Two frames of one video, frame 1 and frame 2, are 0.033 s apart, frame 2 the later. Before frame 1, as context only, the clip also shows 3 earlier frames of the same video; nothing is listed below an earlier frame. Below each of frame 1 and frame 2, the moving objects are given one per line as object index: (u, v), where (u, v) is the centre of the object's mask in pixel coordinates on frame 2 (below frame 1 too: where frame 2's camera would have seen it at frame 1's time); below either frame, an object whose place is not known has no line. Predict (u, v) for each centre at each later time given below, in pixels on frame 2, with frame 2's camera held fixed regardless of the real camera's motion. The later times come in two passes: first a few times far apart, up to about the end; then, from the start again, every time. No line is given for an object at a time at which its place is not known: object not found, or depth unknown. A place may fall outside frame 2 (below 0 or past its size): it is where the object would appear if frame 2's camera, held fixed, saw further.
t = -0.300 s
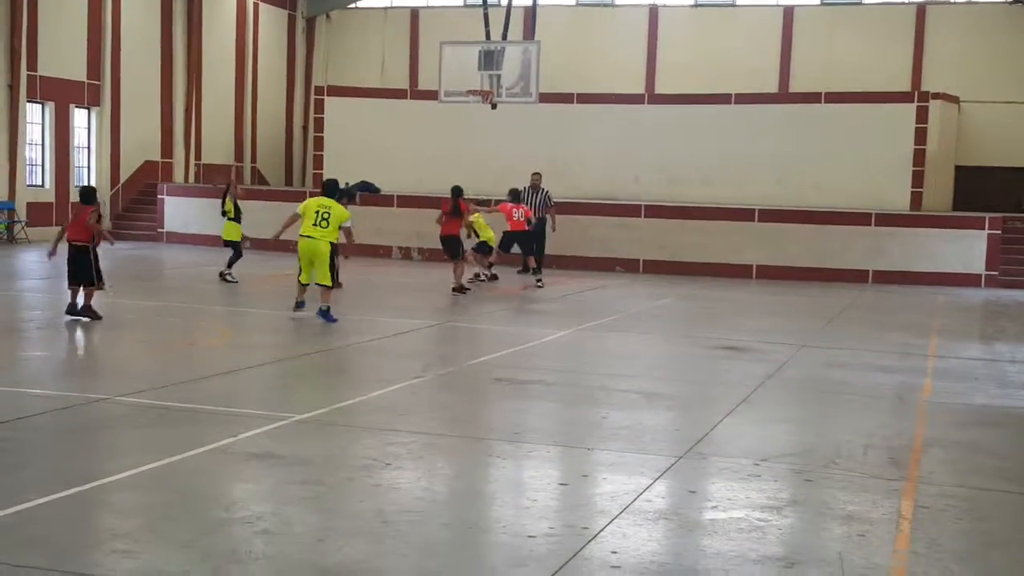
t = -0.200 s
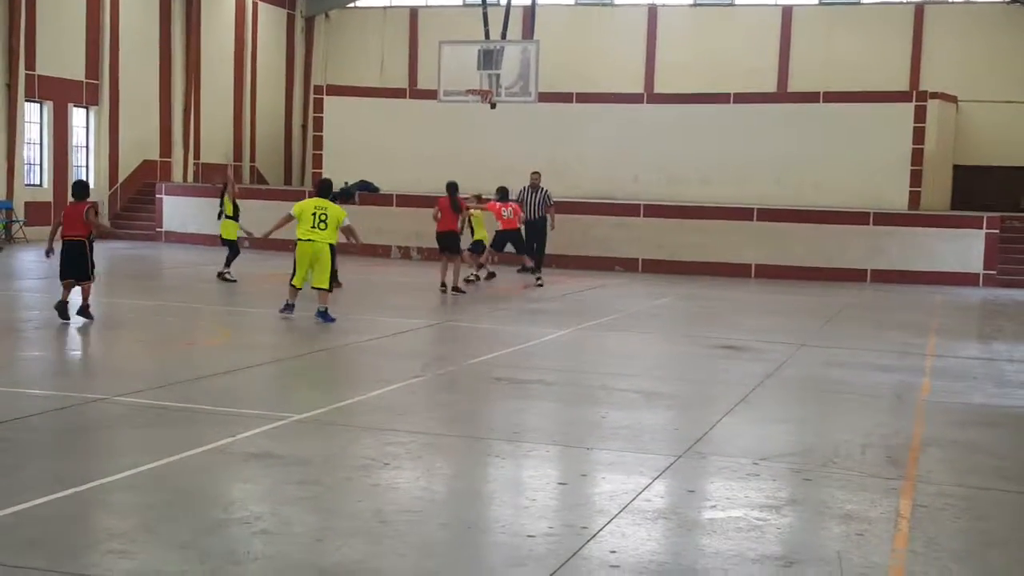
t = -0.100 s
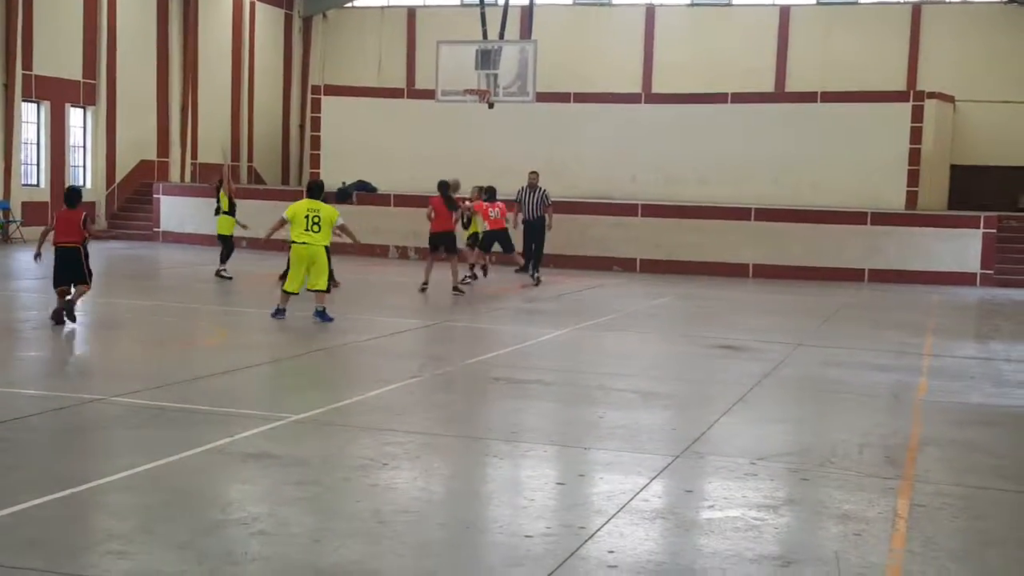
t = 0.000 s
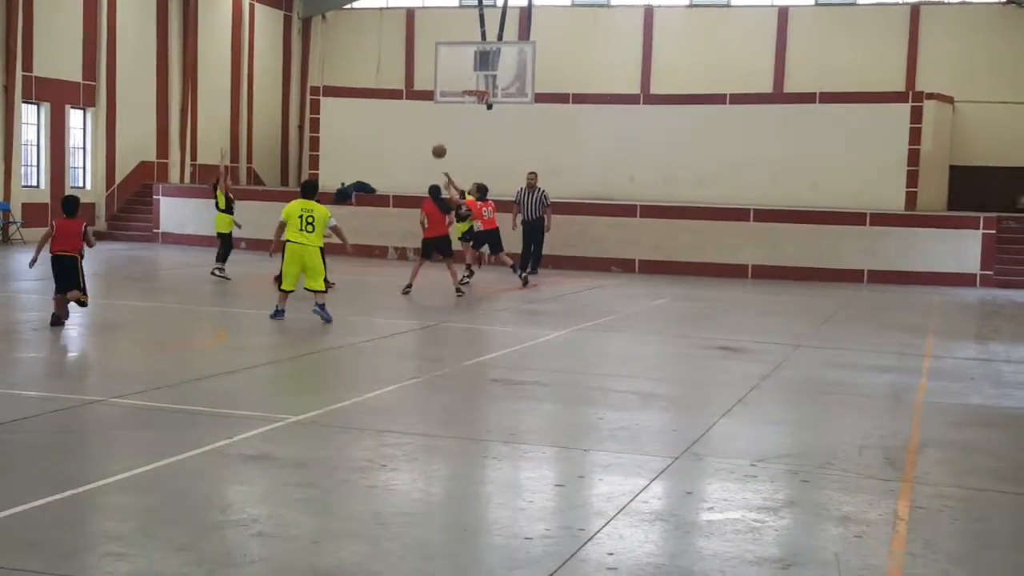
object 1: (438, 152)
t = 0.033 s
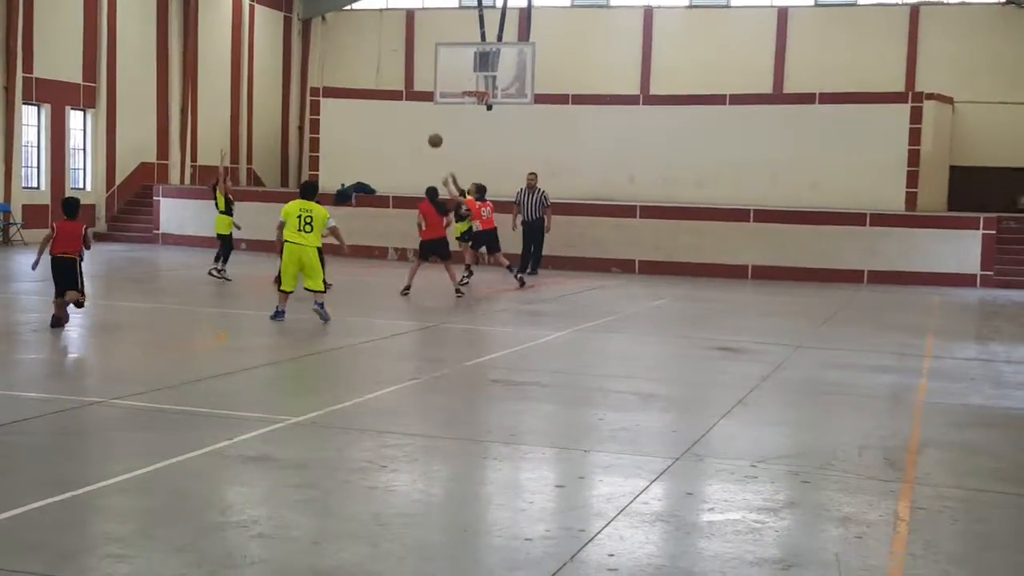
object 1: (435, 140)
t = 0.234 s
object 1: (412, 83)
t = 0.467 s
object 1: (379, 46)
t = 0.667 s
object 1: (347, 45)
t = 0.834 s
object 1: (318, 72)
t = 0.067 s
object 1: (431, 130)
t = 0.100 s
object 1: (427, 119)
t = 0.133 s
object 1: (424, 109)
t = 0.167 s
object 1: (420, 100)
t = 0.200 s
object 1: (414, 87)
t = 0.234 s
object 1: (412, 83)
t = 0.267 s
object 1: (405, 75)
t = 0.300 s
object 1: (400, 69)
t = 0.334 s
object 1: (397, 63)
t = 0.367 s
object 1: (393, 58)
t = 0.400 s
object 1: (388, 53)
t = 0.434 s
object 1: (384, 49)
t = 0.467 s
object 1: (379, 46)
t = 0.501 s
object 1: (373, 44)
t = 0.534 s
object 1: (368, 43)
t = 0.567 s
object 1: (363, 42)
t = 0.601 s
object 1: (358, 42)
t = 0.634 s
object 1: (353, 43)
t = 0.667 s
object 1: (347, 45)
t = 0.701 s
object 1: (341, 48)
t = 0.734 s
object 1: (335, 53)
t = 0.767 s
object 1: (330, 58)
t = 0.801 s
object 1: (324, 64)
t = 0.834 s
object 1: (318, 72)
